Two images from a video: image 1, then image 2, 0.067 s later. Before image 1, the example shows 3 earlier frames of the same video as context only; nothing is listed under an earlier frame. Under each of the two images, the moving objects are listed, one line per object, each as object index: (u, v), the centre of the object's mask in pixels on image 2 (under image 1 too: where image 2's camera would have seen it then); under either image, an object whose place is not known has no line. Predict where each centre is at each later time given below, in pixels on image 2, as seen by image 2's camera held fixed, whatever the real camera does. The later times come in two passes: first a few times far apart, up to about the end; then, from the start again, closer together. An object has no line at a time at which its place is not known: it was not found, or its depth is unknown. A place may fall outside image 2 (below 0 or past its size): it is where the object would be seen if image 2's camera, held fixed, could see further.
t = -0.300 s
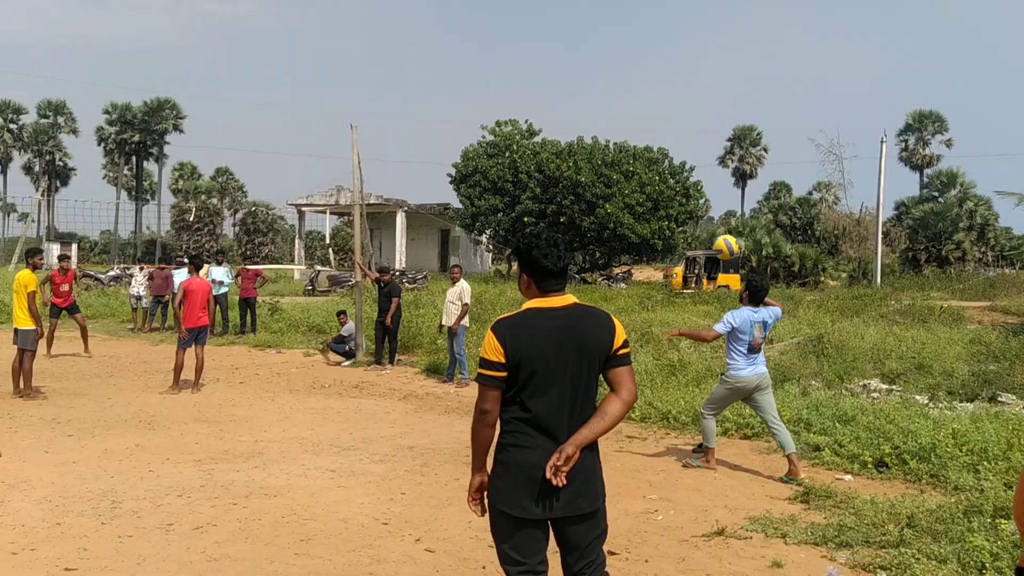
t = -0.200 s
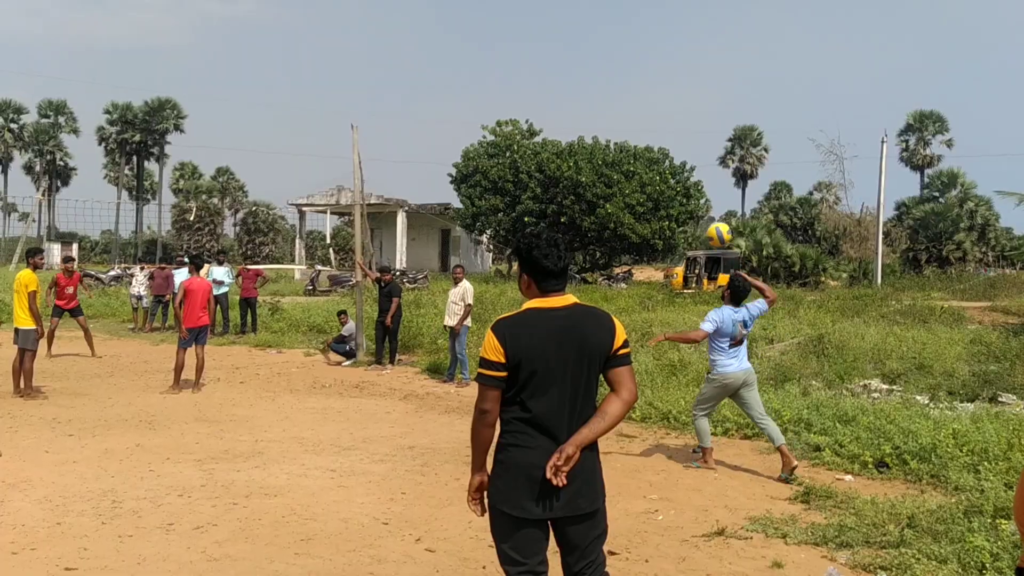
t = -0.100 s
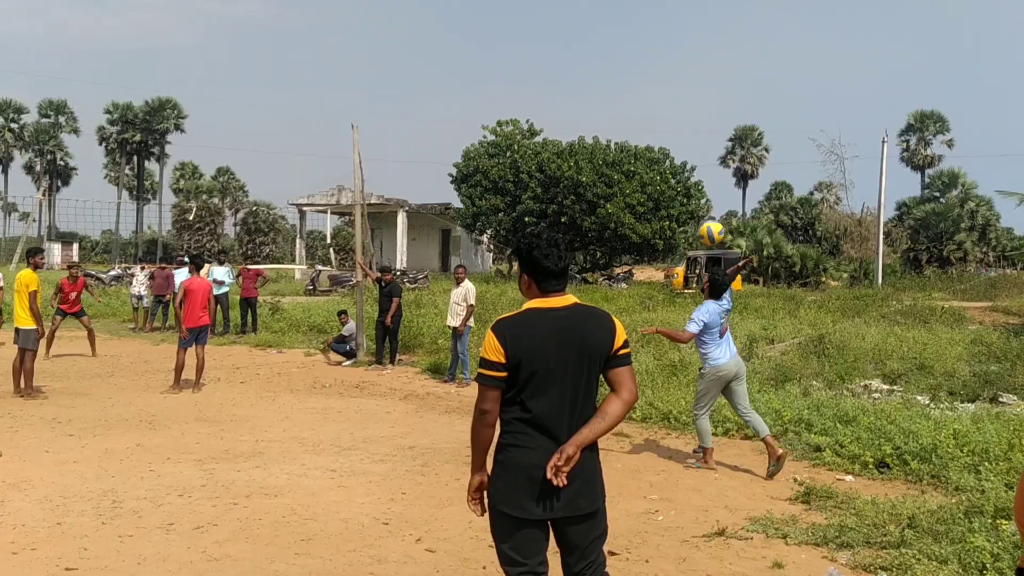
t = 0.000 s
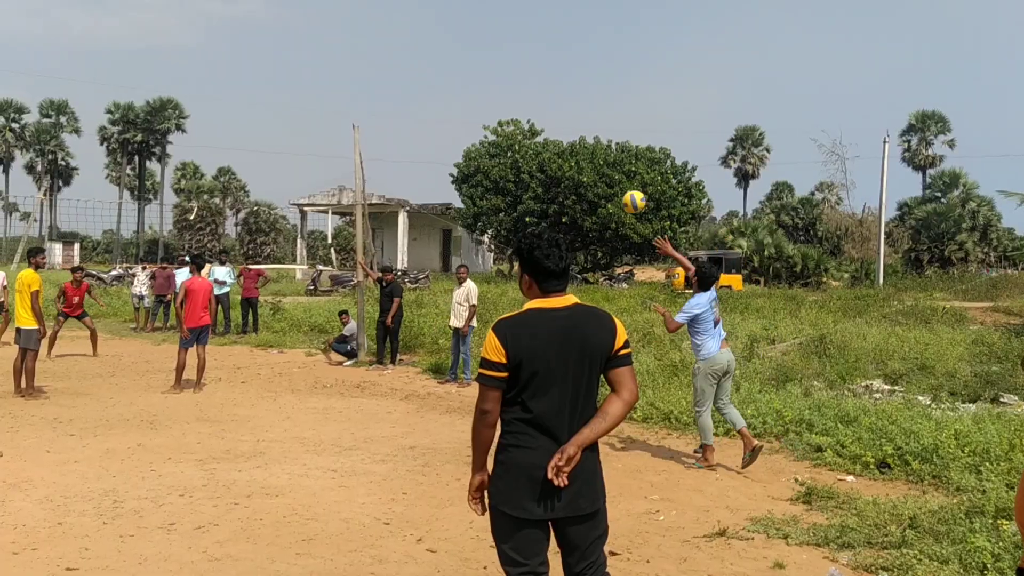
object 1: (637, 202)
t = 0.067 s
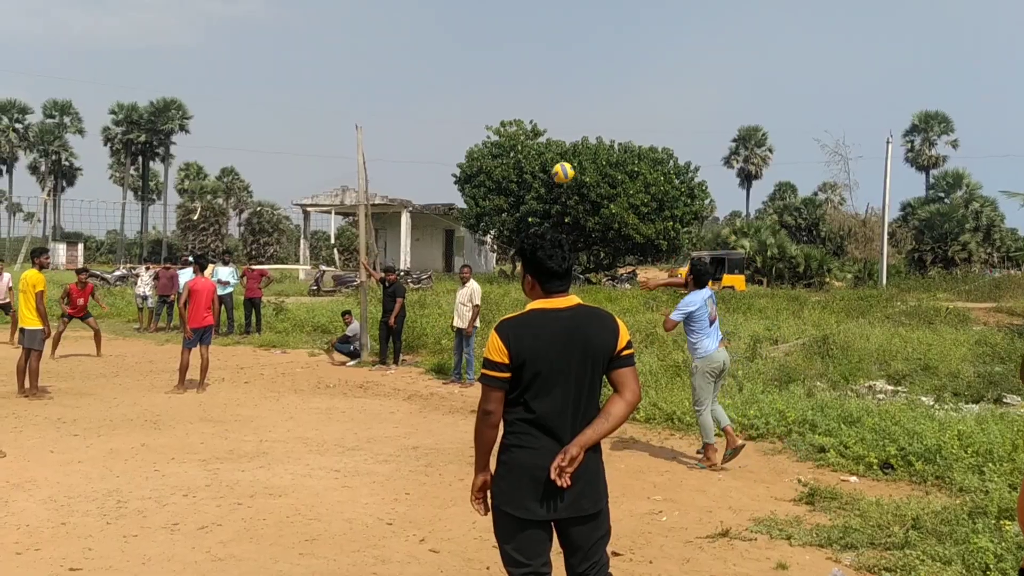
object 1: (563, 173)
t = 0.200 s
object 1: (442, 138)
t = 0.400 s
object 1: (308, 127)
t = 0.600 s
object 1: (209, 148)
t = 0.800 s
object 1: (126, 190)
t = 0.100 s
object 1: (529, 161)
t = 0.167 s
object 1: (470, 144)
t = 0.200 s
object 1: (442, 138)
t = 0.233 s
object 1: (416, 133)
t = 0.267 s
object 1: (392, 130)
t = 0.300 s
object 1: (370, 127)
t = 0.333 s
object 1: (348, 127)
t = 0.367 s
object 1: (327, 127)
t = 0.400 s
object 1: (308, 127)
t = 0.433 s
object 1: (289, 129)
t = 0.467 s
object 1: (272, 131)
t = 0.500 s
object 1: (255, 134)
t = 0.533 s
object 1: (240, 139)
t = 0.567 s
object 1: (224, 143)
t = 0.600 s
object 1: (209, 148)
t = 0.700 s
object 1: (167, 168)
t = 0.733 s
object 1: (153, 175)
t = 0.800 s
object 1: (126, 190)
